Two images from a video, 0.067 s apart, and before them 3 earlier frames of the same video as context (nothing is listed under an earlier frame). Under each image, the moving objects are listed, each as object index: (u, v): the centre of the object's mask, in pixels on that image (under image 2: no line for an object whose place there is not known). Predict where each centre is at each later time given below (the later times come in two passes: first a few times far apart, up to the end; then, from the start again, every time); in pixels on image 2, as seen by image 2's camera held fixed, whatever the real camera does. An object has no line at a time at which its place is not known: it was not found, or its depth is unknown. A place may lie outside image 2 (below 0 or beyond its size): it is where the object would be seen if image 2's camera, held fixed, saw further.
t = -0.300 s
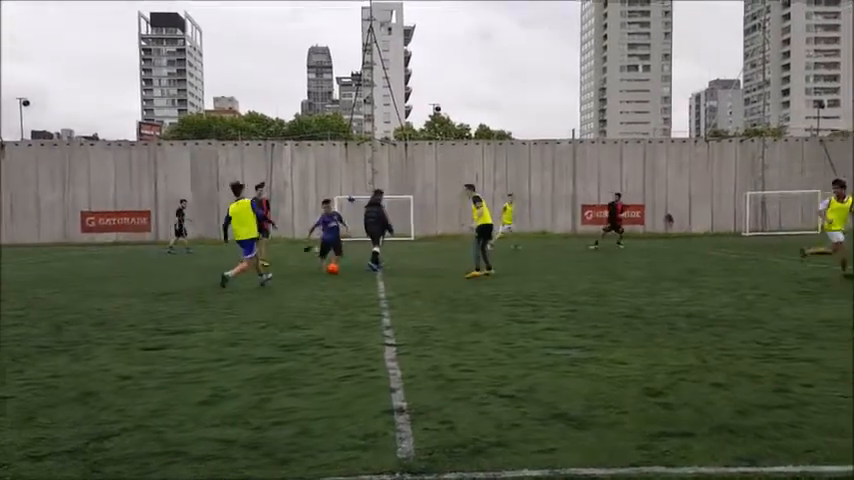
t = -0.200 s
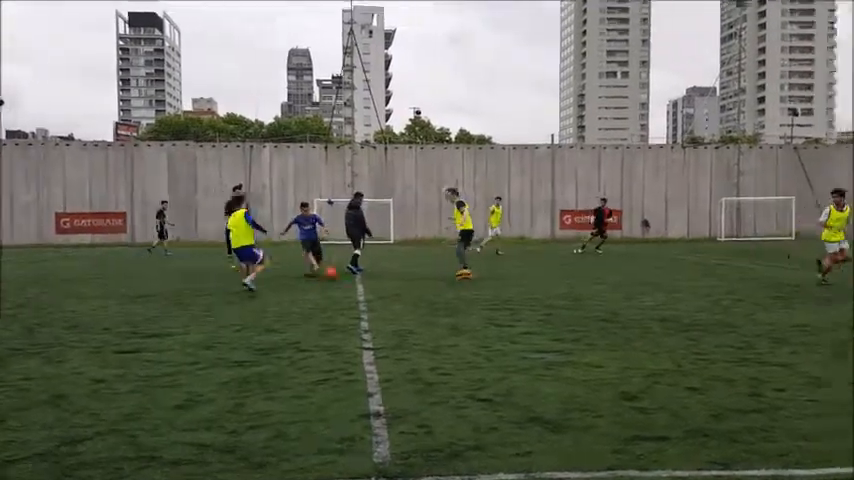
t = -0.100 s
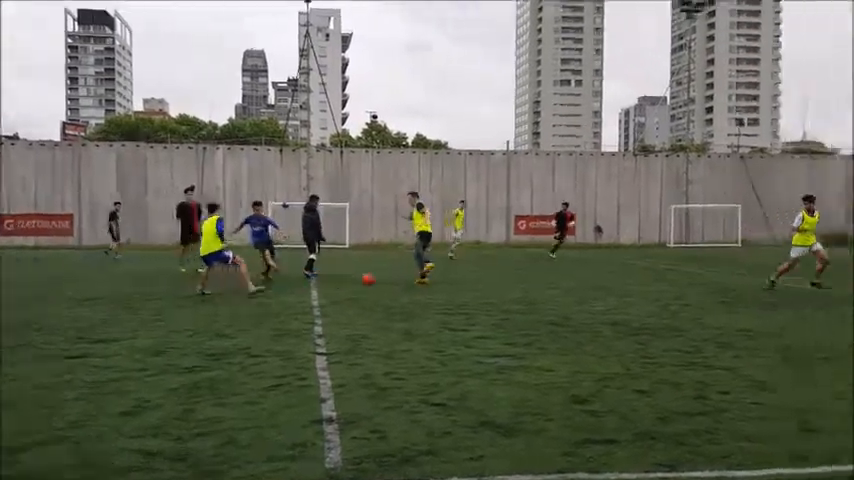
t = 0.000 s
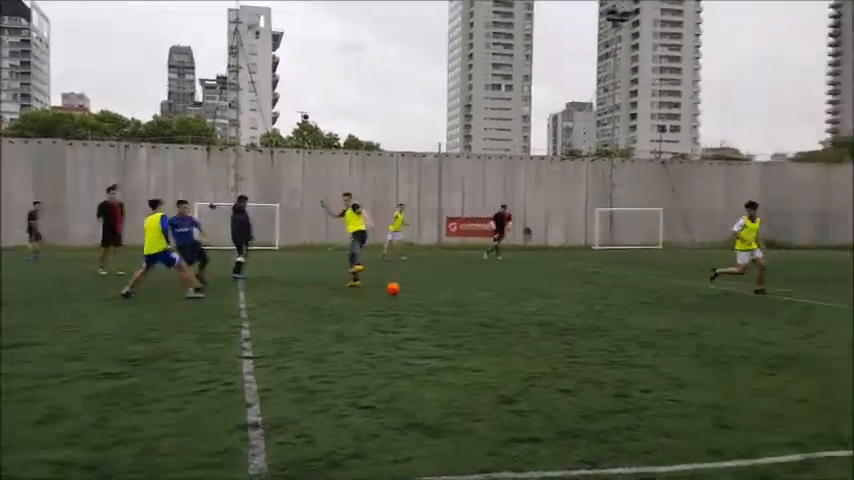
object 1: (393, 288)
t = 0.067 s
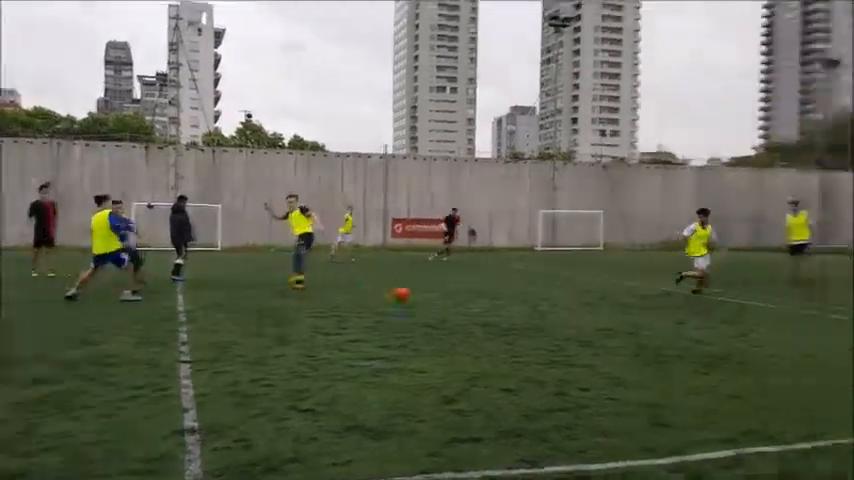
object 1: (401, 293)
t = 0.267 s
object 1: (595, 300)
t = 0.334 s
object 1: (660, 303)
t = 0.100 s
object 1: (435, 294)
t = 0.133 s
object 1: (466, 296)
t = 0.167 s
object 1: (498, 300)
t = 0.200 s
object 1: (530, 299)
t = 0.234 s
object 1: (563, 299)
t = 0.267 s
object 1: (595, 300)
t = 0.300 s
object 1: (626, 301)
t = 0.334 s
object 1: (660, 303)
